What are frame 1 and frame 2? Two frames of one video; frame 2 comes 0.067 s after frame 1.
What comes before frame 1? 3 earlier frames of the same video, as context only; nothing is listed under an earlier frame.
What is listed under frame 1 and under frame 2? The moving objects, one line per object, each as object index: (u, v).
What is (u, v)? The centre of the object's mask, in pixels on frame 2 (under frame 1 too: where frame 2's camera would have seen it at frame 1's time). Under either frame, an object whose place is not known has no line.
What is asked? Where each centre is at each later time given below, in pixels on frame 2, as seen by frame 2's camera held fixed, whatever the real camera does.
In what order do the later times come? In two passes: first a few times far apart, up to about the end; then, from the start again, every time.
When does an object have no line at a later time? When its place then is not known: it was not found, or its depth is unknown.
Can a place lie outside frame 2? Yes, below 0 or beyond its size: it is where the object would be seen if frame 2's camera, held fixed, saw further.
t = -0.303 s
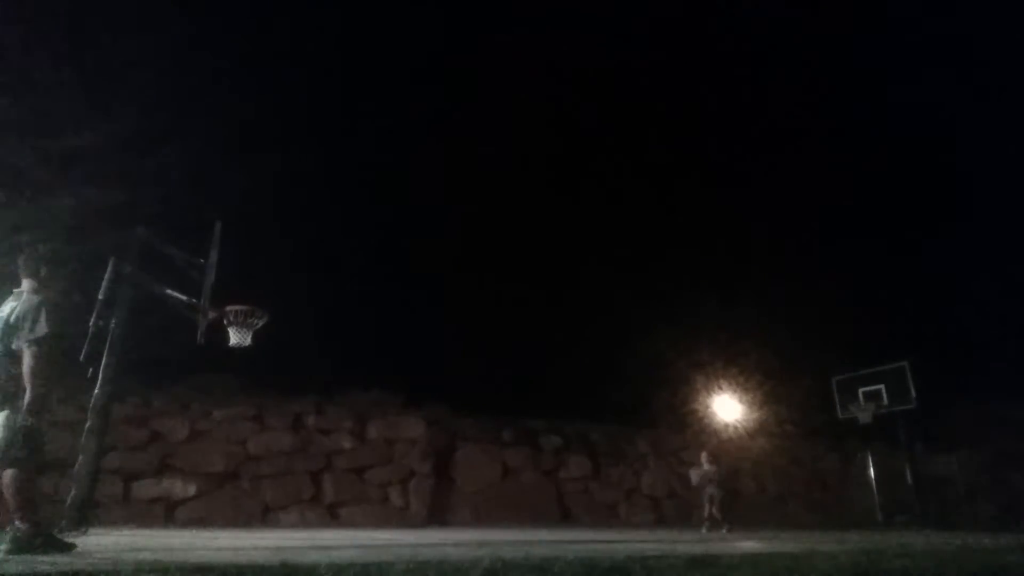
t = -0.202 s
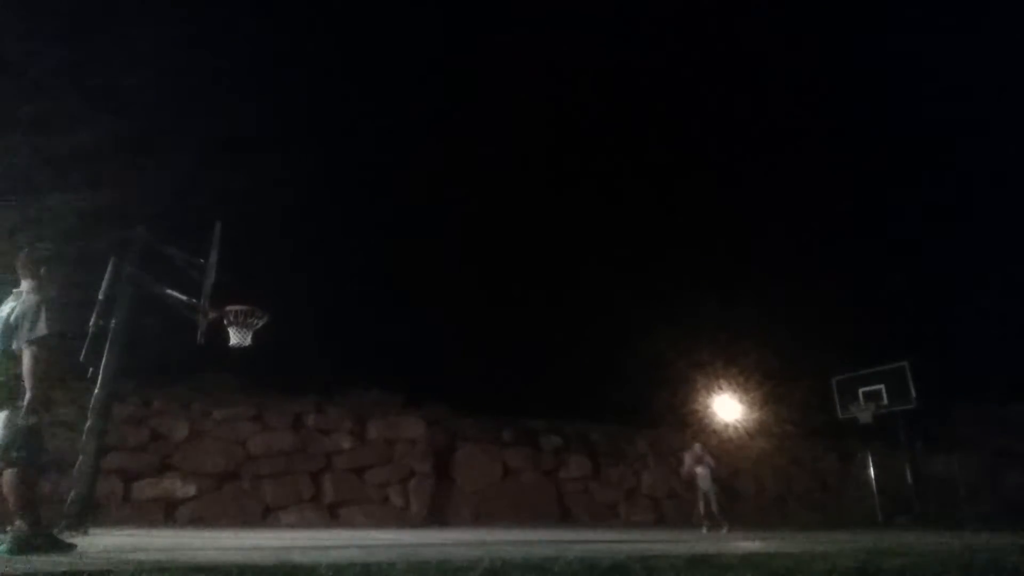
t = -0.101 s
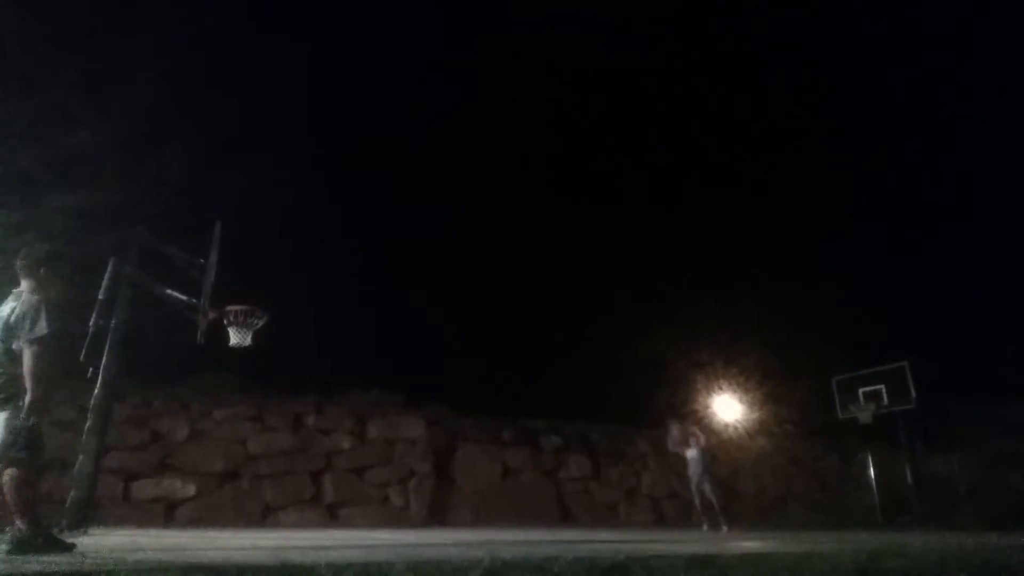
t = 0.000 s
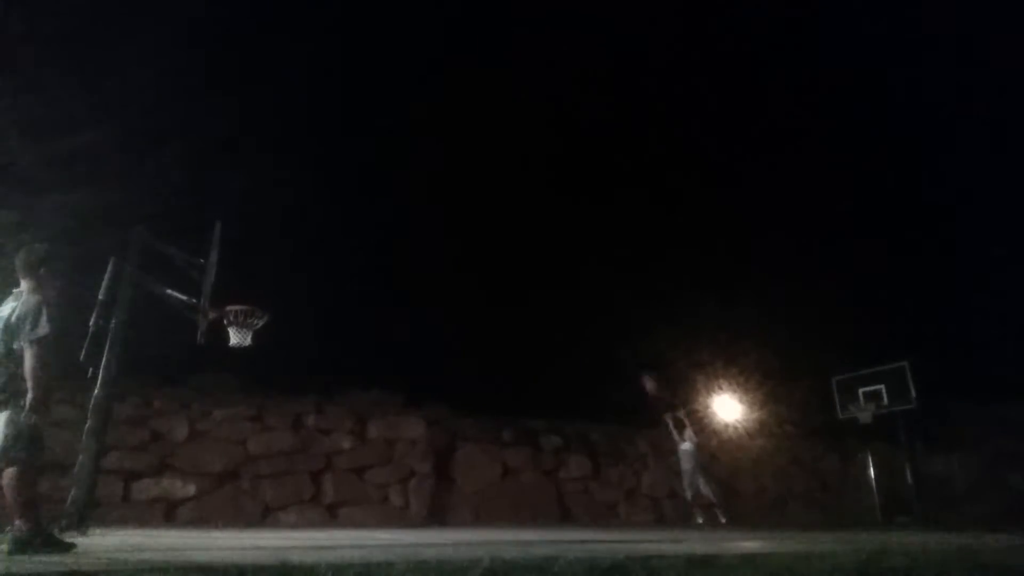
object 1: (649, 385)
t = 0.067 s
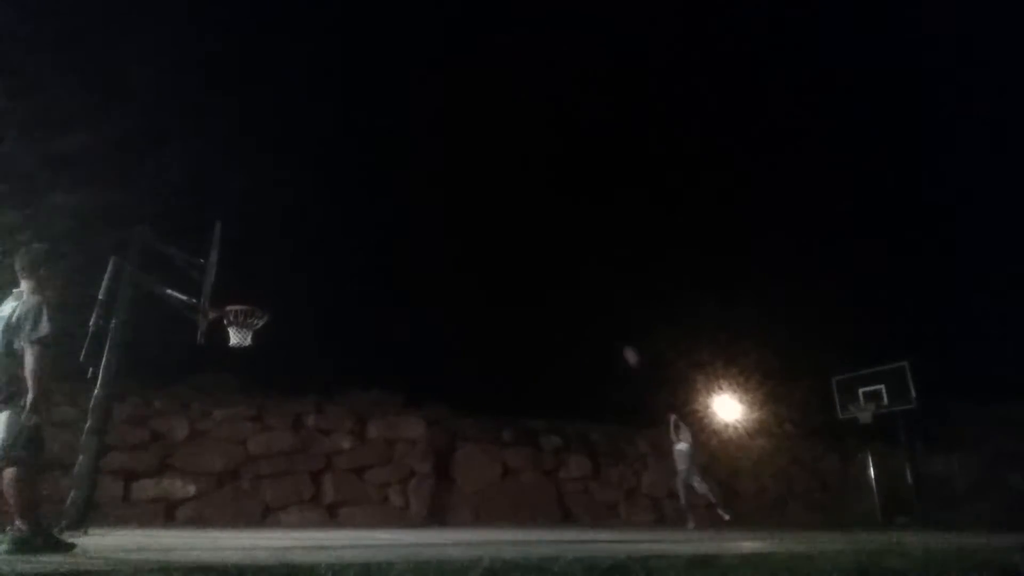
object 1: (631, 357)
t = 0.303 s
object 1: (570, 280)
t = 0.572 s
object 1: (499, 230)
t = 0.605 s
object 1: (490, 227)
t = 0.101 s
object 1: (622, 343)
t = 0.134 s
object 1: (613, 331)
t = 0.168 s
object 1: (604, 319)
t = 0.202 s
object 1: (596, 309)
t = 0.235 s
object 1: (587, 299)
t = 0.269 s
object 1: (578, 289)
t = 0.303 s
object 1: (570, 280)
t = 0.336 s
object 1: (561, 272)
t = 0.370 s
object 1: (552, 264)
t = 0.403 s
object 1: (543, 256)
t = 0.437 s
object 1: (534, 250)
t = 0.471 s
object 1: (526, 244)
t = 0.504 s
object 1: (517, 239)
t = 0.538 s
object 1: (509, 235)
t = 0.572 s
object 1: (499, 230)
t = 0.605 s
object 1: (490, 227)
